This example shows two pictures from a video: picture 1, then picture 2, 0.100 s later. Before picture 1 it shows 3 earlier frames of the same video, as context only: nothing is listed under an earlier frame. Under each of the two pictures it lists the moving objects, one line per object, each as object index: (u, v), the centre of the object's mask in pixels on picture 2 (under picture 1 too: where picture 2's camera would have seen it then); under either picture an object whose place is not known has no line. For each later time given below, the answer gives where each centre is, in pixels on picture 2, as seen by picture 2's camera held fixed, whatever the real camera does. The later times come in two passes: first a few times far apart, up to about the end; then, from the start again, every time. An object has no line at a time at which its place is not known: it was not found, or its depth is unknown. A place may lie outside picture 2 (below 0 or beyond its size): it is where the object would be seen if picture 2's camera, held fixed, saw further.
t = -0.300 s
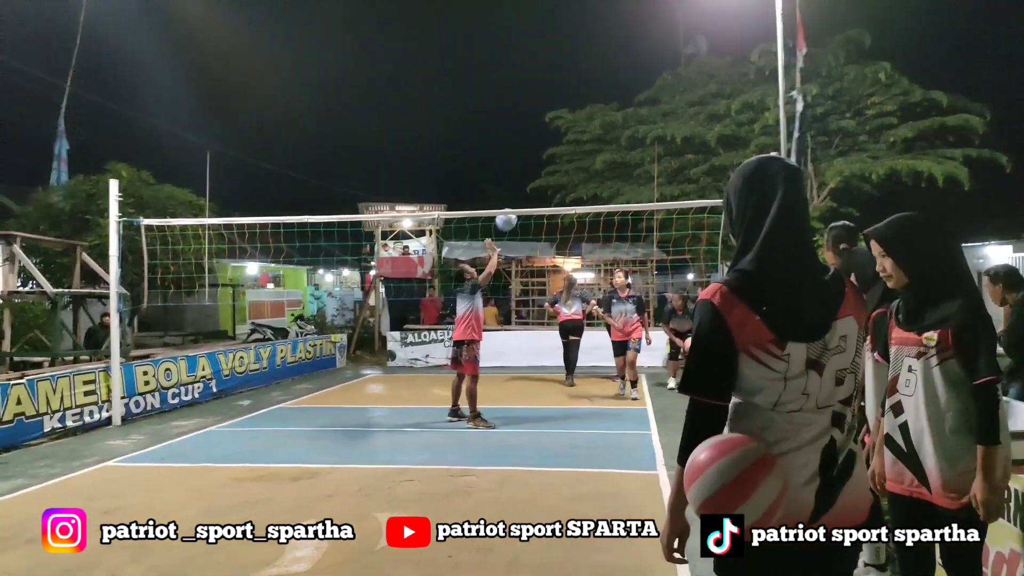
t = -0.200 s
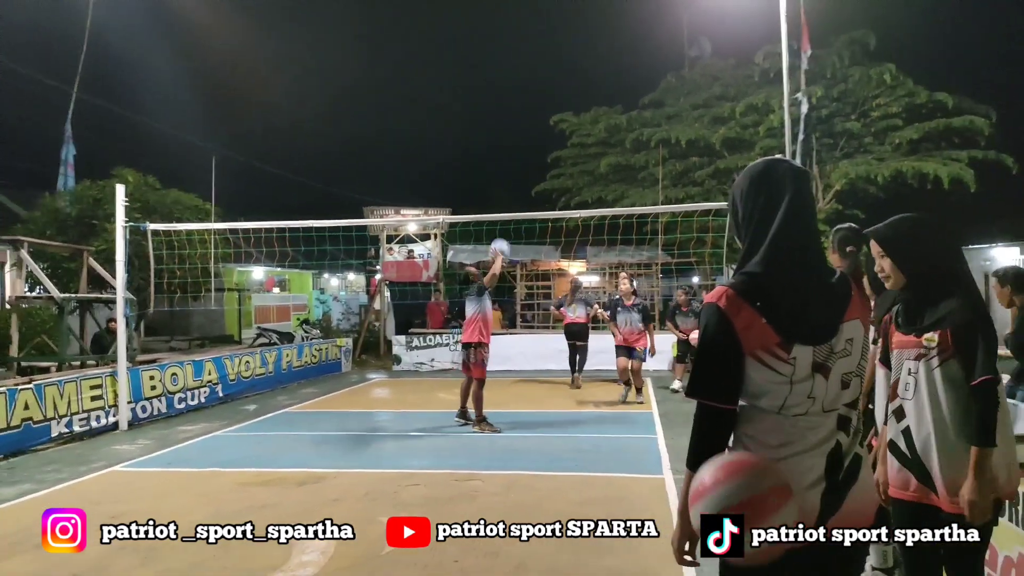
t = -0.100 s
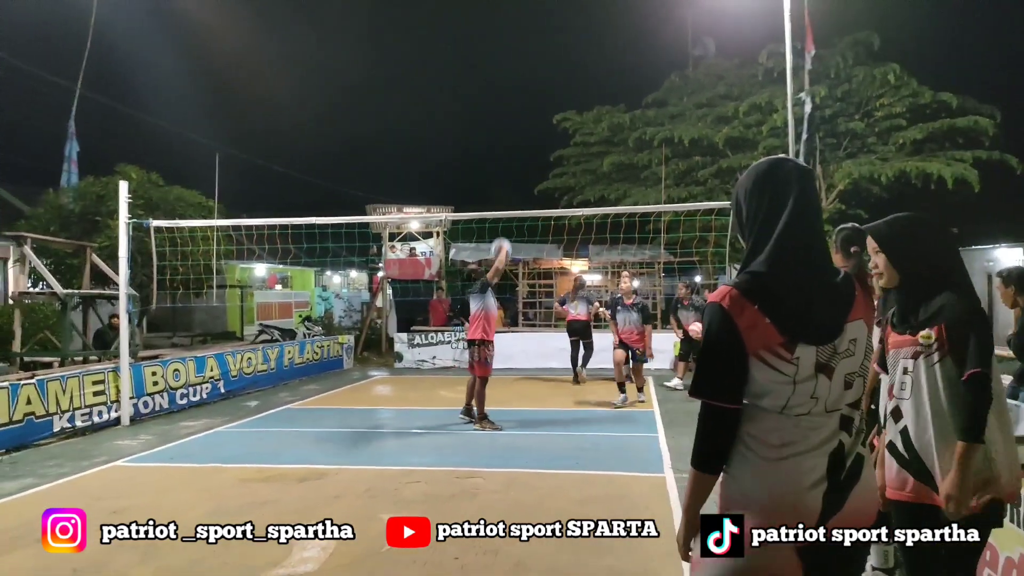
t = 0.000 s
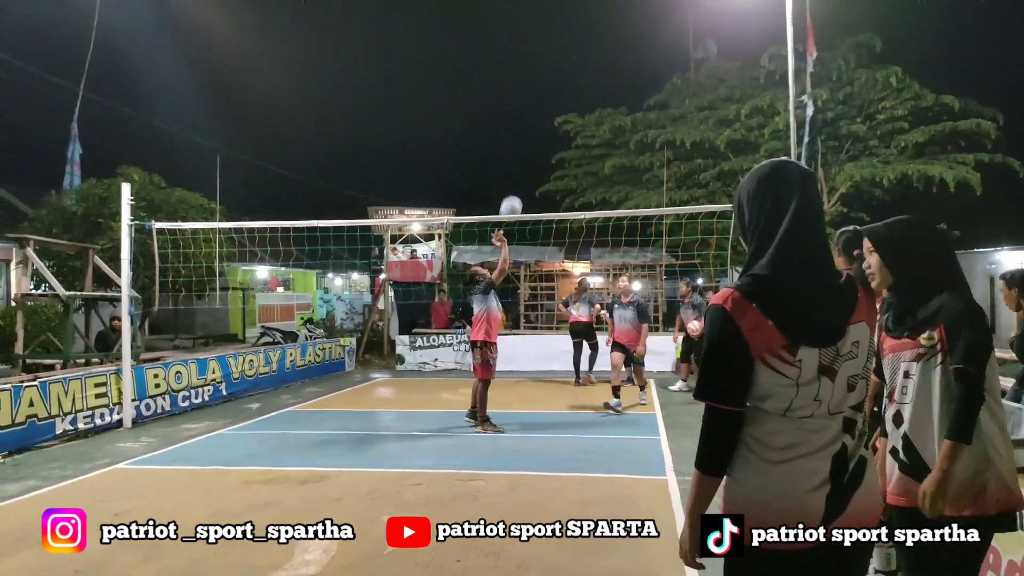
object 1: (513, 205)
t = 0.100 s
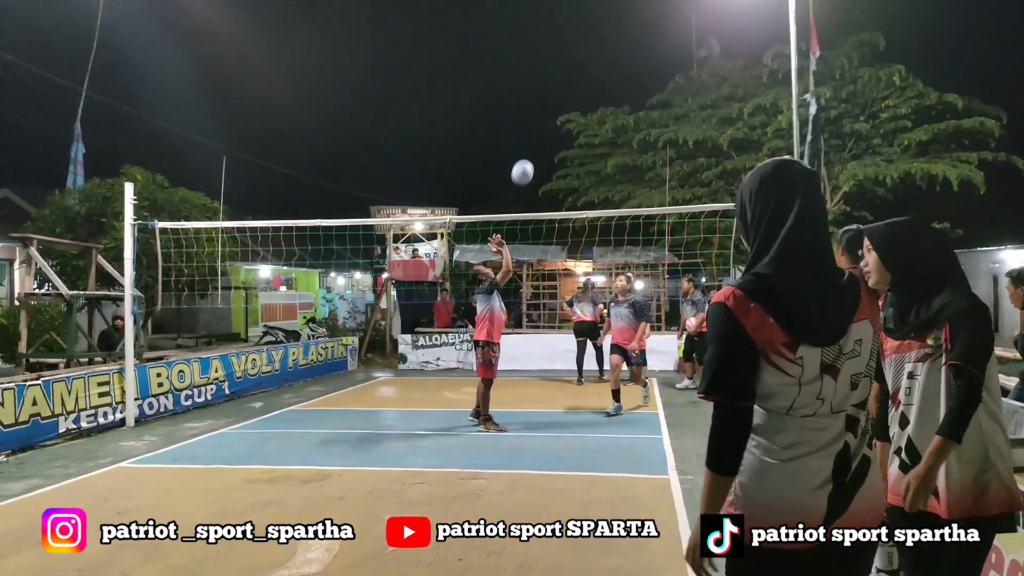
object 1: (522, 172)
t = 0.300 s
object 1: (542, 132)
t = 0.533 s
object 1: (565, 134)
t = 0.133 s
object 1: (525, 163)
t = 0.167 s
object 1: (529, 154)
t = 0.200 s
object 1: (532, 147)
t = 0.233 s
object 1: (535, 141)
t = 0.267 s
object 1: (538, 135)
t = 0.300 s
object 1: (542, 132)
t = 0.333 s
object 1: (545, 129)
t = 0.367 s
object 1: (548, 127)
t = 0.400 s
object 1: (551, 127)
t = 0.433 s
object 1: (555, 127)
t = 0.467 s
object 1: (558, 128)
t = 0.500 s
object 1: (561, 130)
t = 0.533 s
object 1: (565, 134)
